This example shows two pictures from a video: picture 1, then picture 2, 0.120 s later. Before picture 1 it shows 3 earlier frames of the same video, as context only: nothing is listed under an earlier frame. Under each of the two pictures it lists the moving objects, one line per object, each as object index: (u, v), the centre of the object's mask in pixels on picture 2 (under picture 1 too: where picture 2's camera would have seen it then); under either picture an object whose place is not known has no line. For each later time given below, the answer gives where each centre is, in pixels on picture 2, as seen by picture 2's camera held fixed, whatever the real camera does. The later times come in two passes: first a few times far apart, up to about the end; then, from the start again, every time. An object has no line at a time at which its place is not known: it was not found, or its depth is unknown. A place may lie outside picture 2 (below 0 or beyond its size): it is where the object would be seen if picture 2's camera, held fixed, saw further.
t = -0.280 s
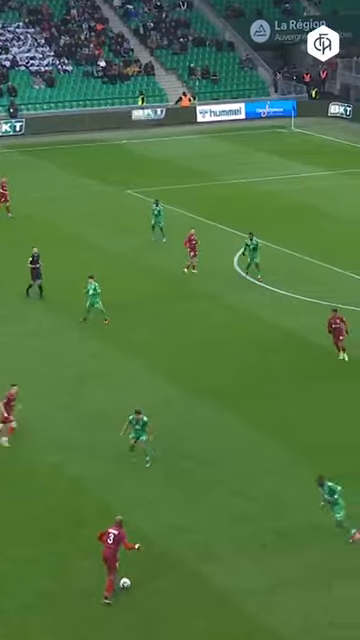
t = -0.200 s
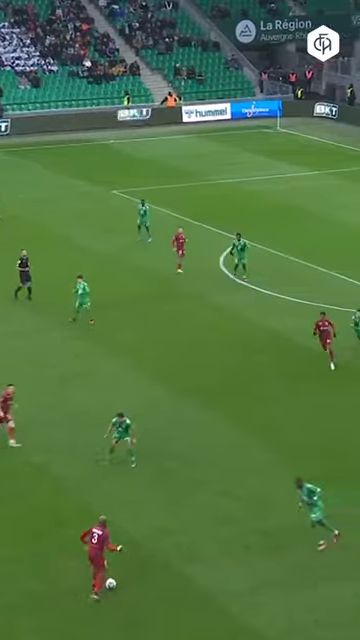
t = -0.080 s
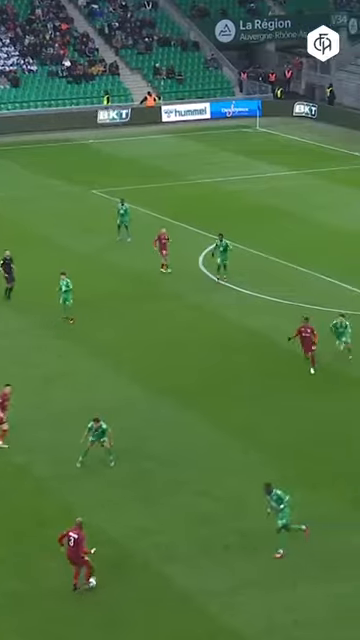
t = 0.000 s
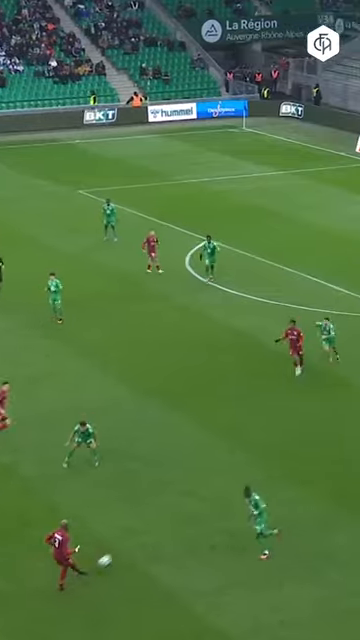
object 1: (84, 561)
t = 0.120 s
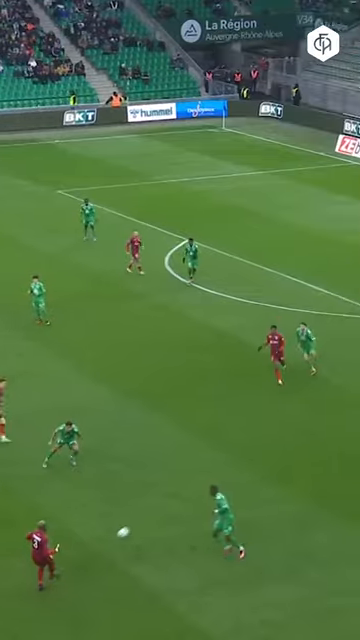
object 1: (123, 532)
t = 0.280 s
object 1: (166, 501)
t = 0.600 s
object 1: (231, 452)
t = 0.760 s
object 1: (255, 435)
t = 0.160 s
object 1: (134, 523)
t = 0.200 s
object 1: (145, 515)
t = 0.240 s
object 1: (156, 508)
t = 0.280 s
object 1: (166, 501)
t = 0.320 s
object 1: (176, 493)
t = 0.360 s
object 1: (185, 486)
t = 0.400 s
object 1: (193, 480)
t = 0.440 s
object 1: (201, 474)
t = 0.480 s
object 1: (209, 468)
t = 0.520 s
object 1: (216, 462)
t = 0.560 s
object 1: (224, 457)
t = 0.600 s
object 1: (231, 452)
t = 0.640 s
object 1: (237, 447)
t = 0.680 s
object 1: (243, 442)
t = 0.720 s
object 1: (249, 438)
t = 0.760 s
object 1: (255, 435)
